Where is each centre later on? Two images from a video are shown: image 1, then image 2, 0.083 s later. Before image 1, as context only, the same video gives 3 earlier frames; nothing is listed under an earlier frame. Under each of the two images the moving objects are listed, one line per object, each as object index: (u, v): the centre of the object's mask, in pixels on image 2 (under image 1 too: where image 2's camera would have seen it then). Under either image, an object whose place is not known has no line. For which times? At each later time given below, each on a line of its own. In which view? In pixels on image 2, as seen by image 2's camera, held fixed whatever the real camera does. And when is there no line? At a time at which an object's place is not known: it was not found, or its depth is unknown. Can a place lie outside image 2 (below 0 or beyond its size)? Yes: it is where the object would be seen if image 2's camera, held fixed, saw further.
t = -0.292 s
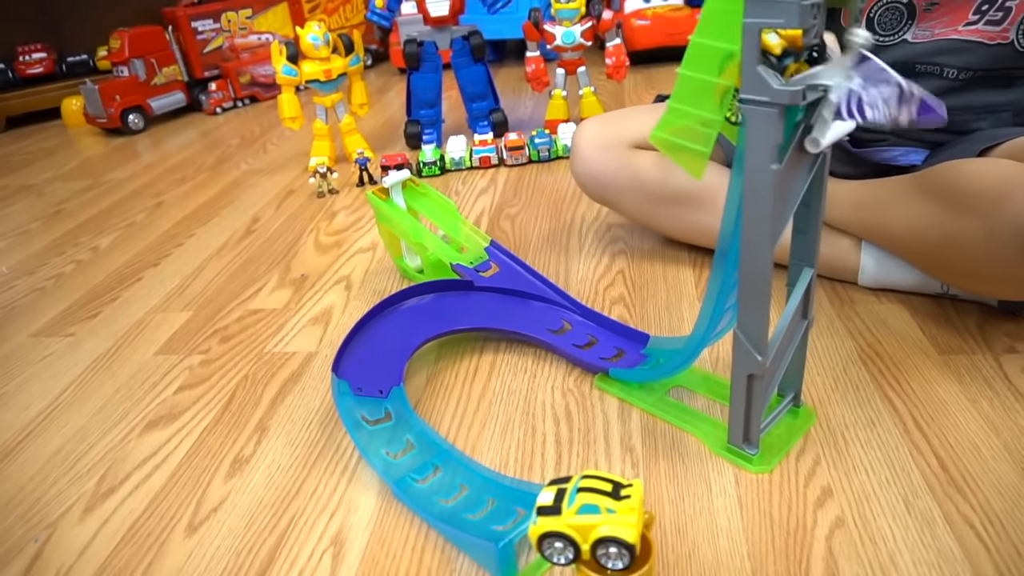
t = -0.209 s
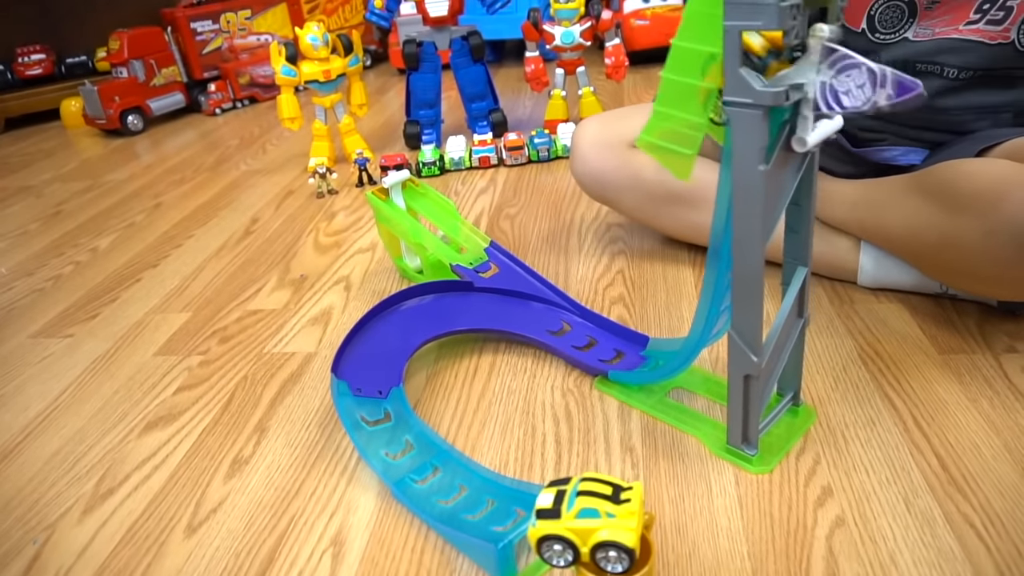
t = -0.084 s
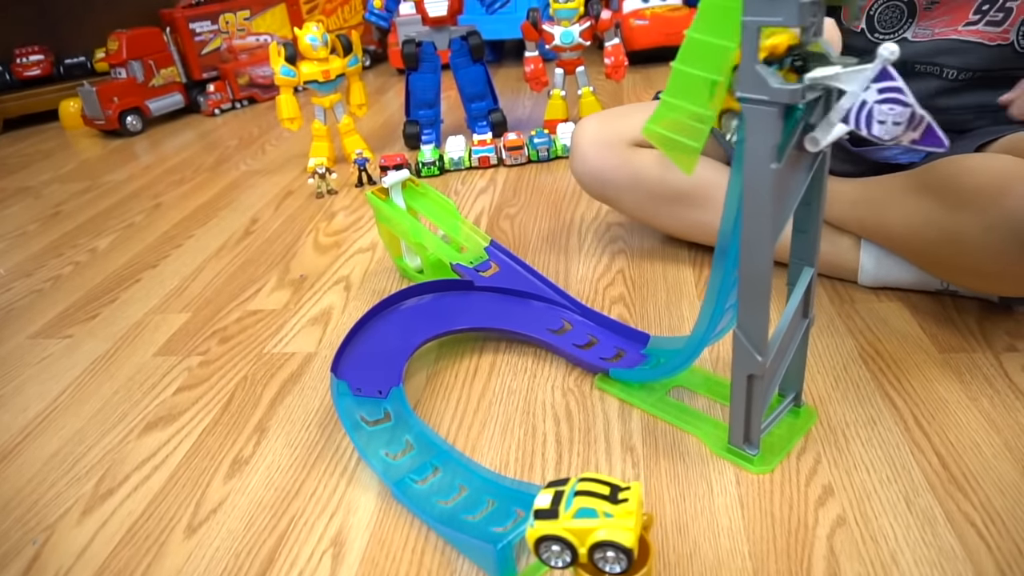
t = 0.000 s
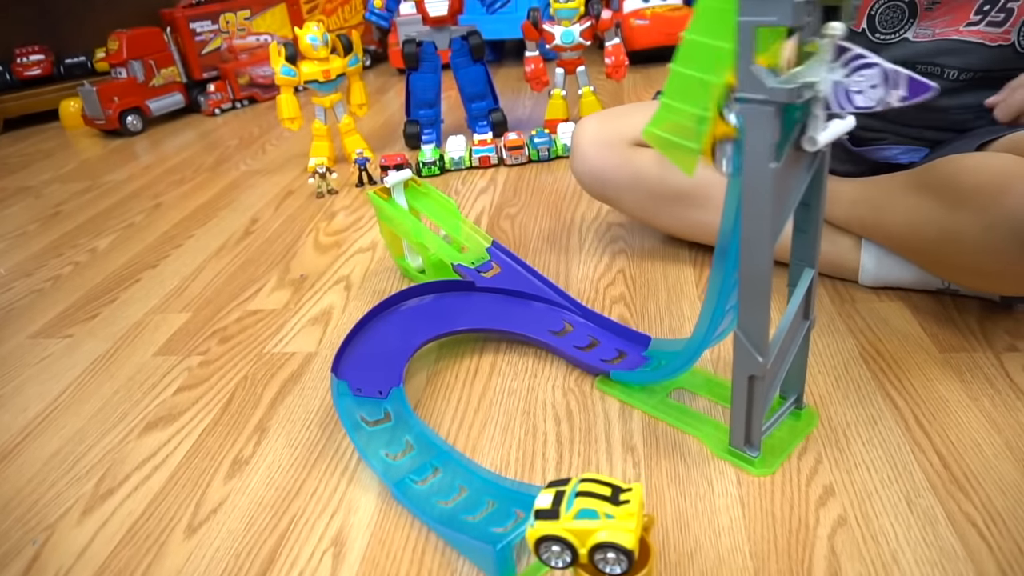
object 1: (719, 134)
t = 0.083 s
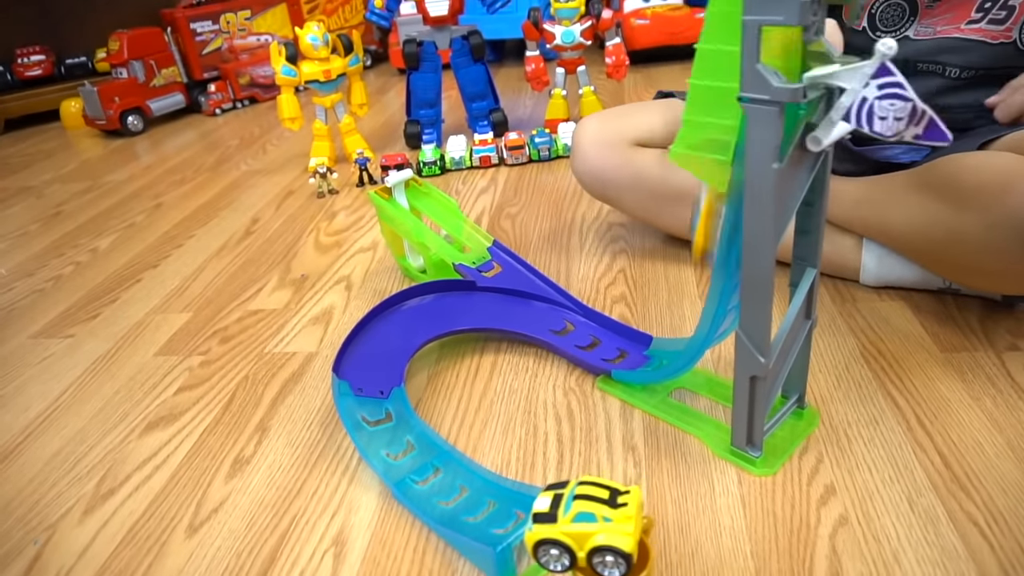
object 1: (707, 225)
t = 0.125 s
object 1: (693, 281)
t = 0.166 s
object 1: (666, 334)
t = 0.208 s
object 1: (616, 337)
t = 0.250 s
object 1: (563, 314)
